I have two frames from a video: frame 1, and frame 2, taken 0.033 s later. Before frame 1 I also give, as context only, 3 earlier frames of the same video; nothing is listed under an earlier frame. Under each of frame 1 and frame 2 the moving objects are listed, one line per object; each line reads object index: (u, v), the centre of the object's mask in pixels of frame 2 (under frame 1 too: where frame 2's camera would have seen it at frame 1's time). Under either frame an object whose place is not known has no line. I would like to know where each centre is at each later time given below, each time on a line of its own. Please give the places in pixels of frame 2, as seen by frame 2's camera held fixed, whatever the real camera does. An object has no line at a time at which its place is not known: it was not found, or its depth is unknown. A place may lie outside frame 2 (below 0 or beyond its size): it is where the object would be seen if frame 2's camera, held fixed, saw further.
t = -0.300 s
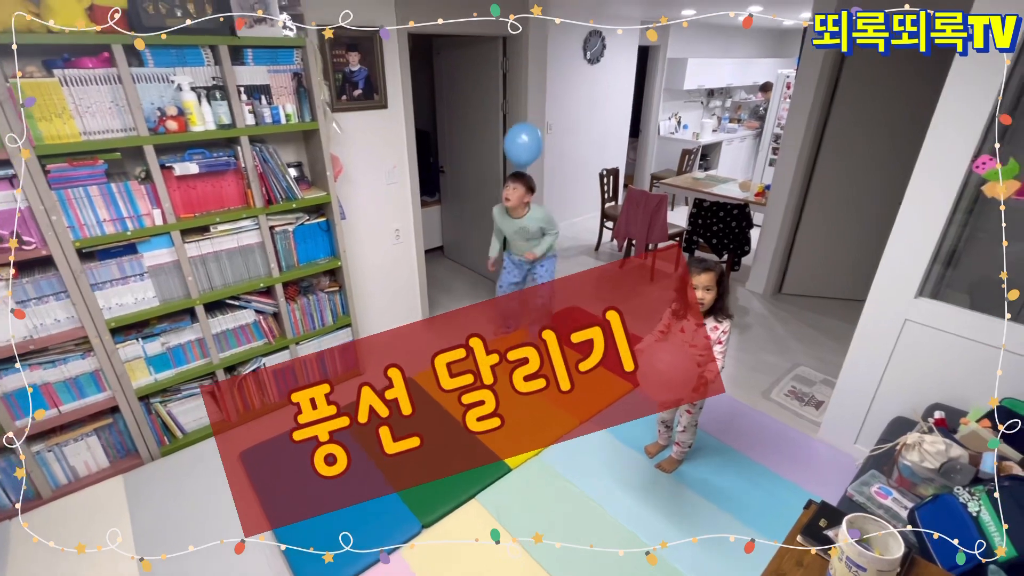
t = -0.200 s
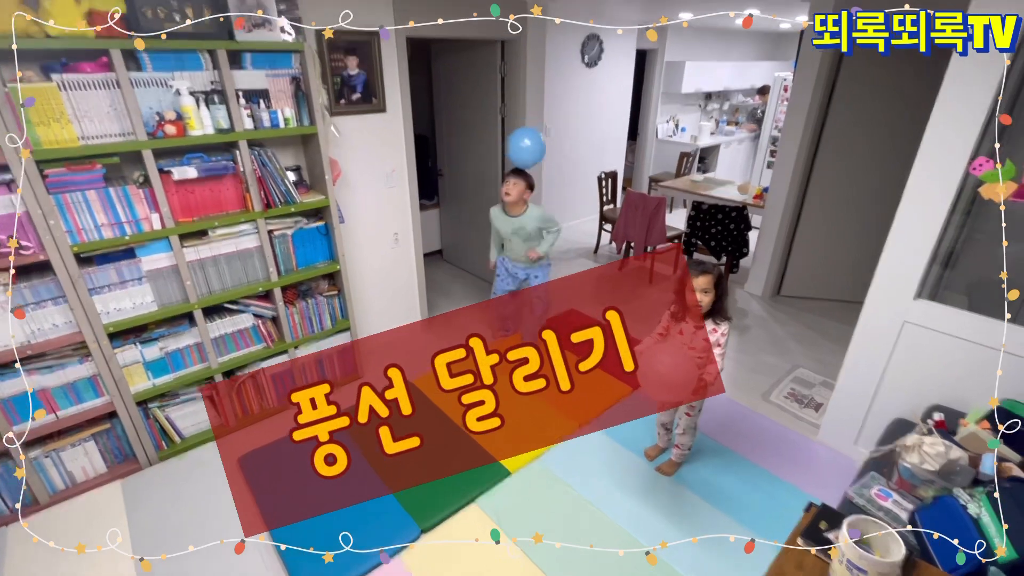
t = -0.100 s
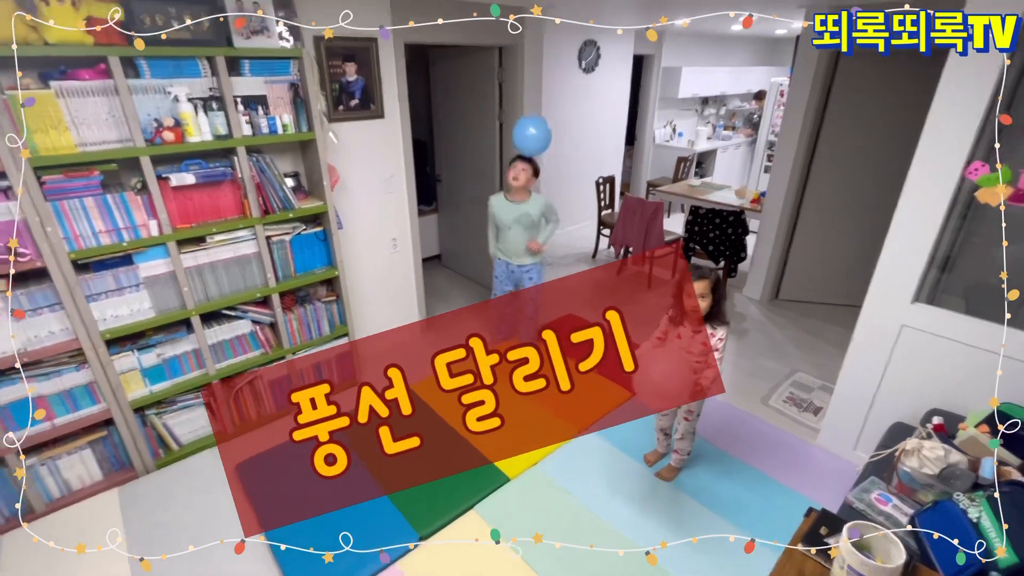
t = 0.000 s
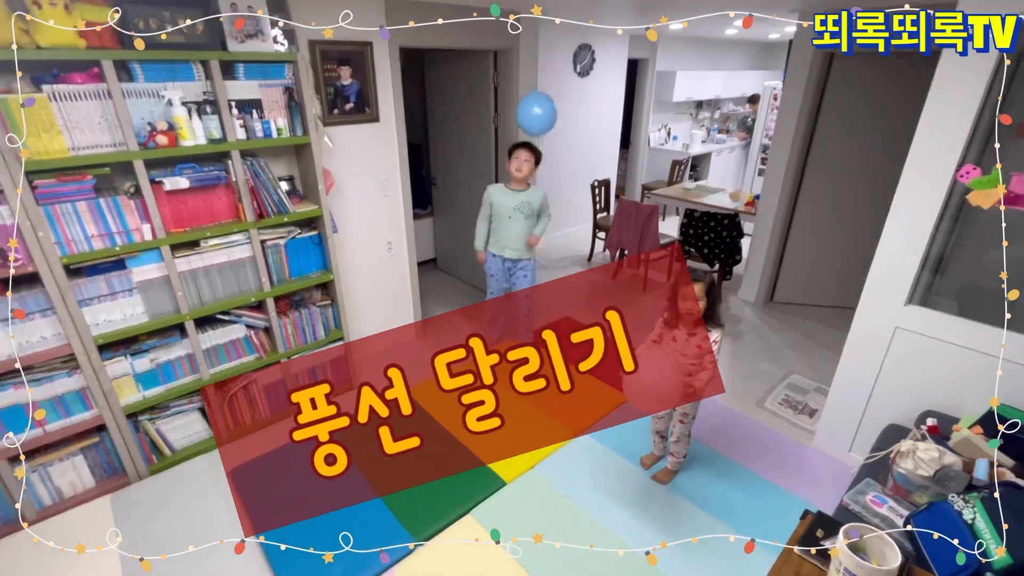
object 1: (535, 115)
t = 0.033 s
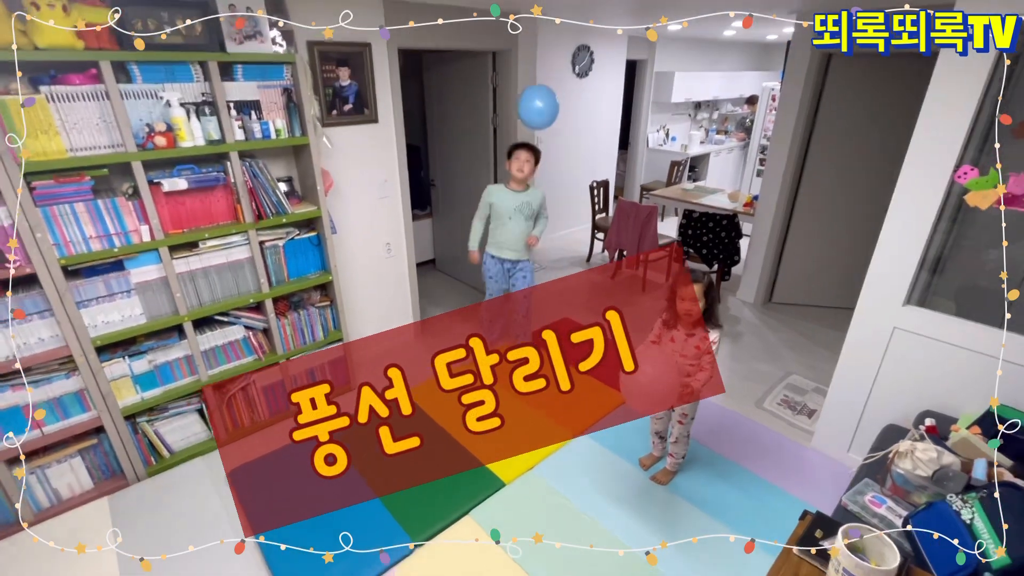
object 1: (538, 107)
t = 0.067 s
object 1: (541, 99)
